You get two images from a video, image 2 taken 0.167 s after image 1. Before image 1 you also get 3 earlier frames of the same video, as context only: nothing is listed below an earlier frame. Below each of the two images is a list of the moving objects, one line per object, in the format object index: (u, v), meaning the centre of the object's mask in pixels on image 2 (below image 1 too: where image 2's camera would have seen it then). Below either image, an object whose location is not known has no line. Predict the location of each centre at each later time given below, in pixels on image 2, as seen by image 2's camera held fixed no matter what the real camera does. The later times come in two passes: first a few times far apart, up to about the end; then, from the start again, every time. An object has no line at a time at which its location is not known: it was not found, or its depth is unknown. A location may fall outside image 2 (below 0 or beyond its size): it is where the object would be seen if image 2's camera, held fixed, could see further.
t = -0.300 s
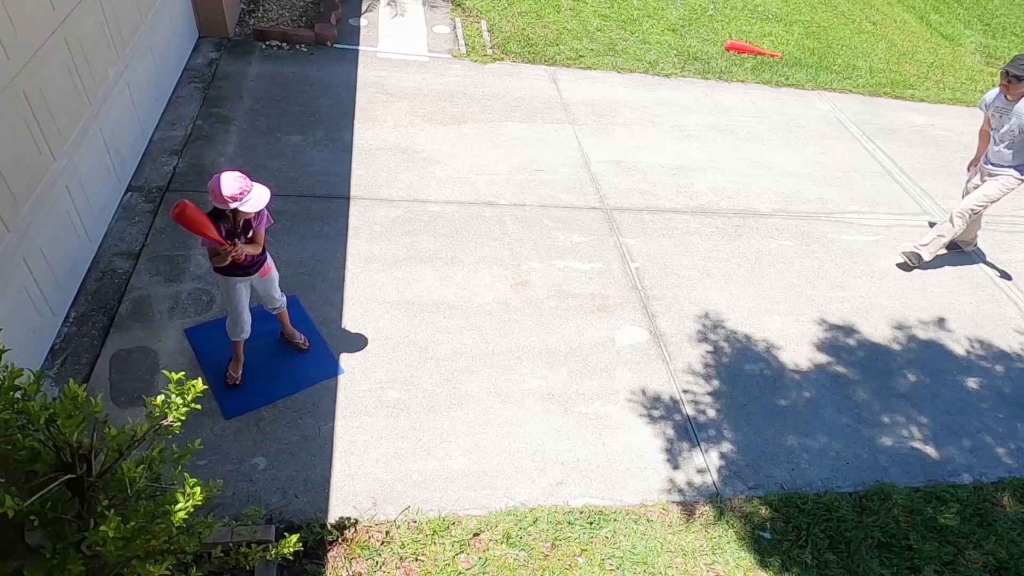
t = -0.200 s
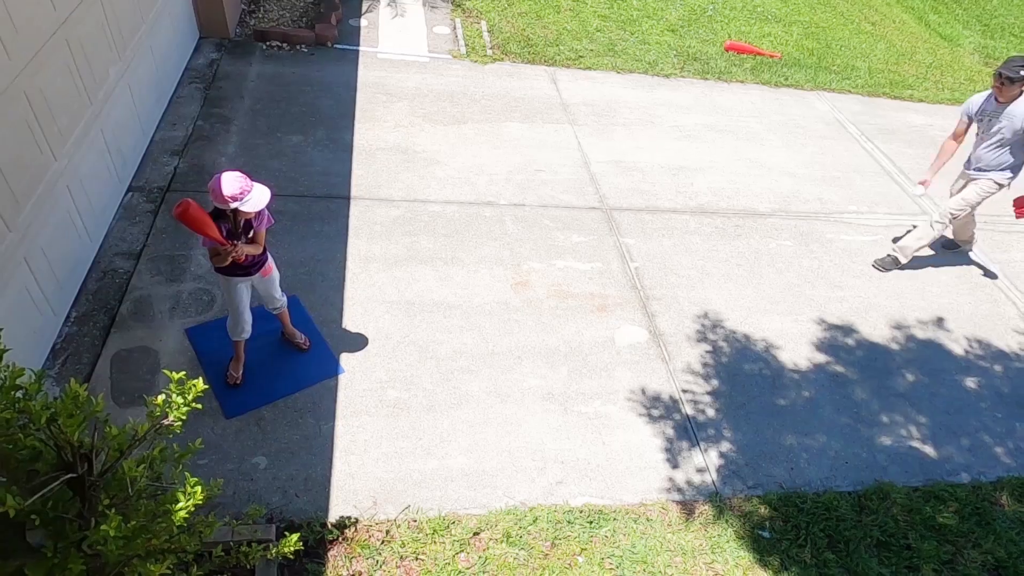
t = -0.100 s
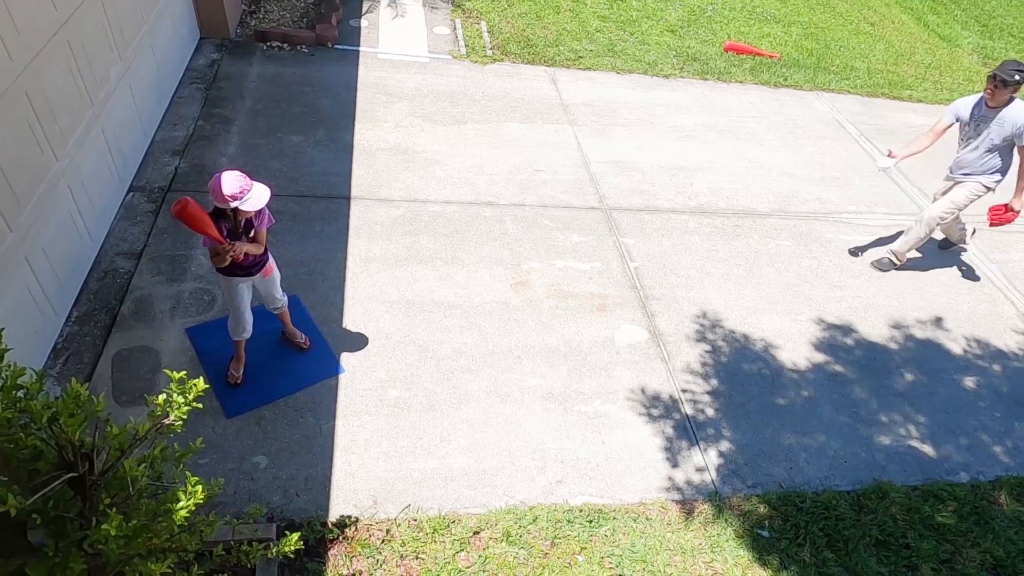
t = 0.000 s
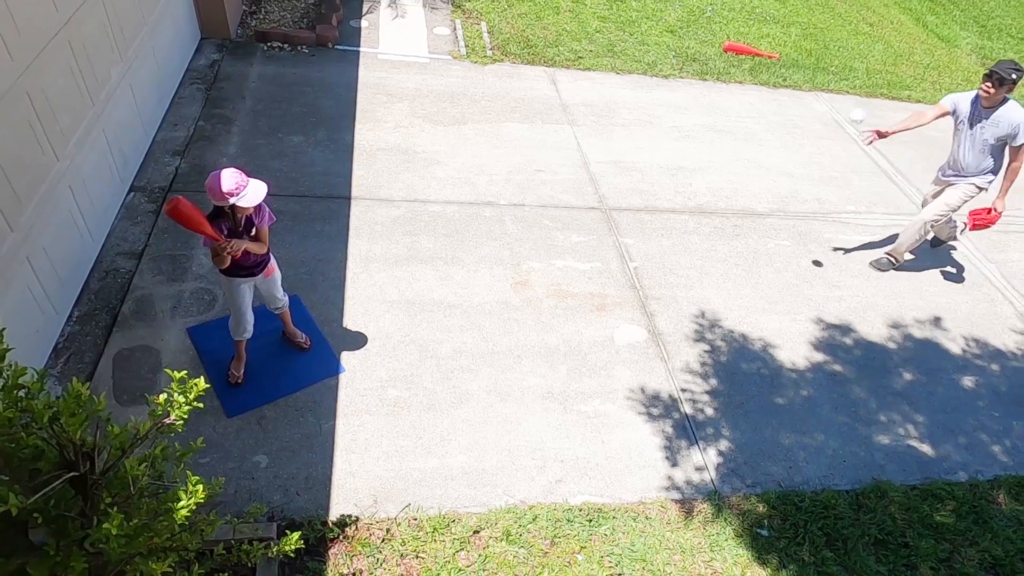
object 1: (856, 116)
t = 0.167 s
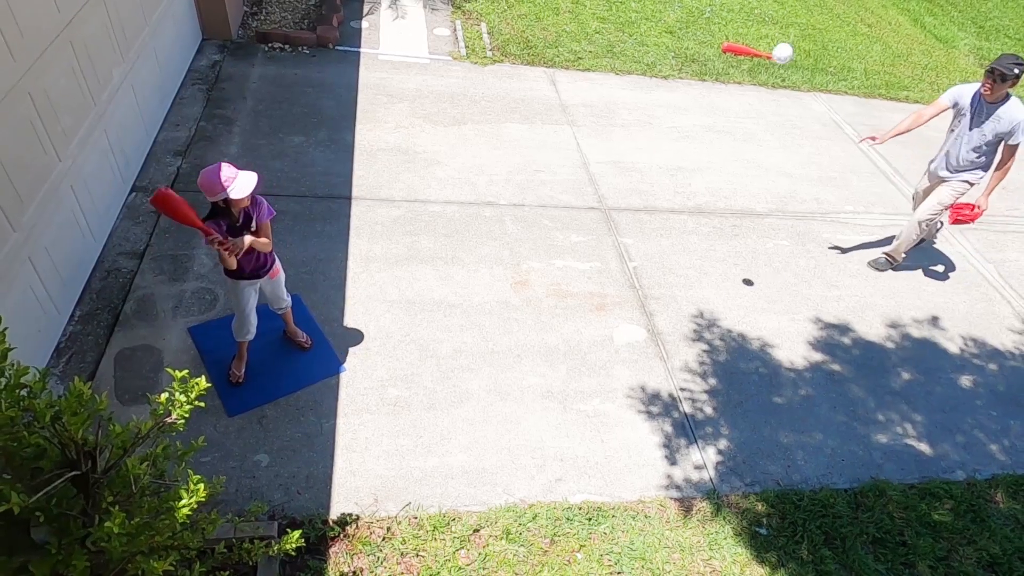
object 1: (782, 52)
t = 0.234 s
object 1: (740, 36)
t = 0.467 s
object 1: (538, 58)
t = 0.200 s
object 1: (762, 43)
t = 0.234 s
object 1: (740, 36)
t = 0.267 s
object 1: (716, 32)
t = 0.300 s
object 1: (690, 30)
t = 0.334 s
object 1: (663, 30)
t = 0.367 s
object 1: (634, 33)
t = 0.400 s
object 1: (603, 38)
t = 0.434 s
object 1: (571, 47)
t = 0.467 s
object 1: (538, 58)
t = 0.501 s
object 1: (504, 73)
